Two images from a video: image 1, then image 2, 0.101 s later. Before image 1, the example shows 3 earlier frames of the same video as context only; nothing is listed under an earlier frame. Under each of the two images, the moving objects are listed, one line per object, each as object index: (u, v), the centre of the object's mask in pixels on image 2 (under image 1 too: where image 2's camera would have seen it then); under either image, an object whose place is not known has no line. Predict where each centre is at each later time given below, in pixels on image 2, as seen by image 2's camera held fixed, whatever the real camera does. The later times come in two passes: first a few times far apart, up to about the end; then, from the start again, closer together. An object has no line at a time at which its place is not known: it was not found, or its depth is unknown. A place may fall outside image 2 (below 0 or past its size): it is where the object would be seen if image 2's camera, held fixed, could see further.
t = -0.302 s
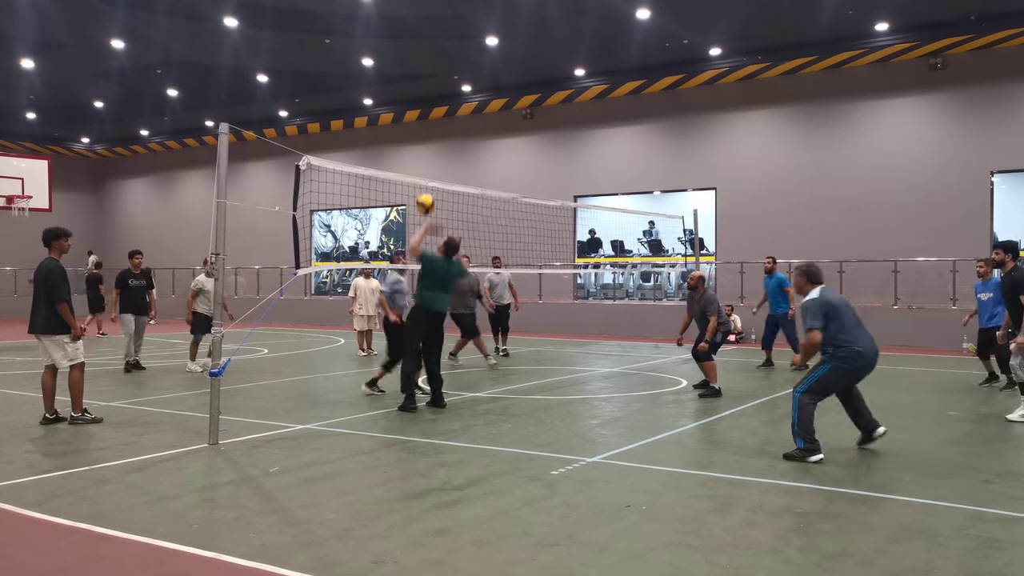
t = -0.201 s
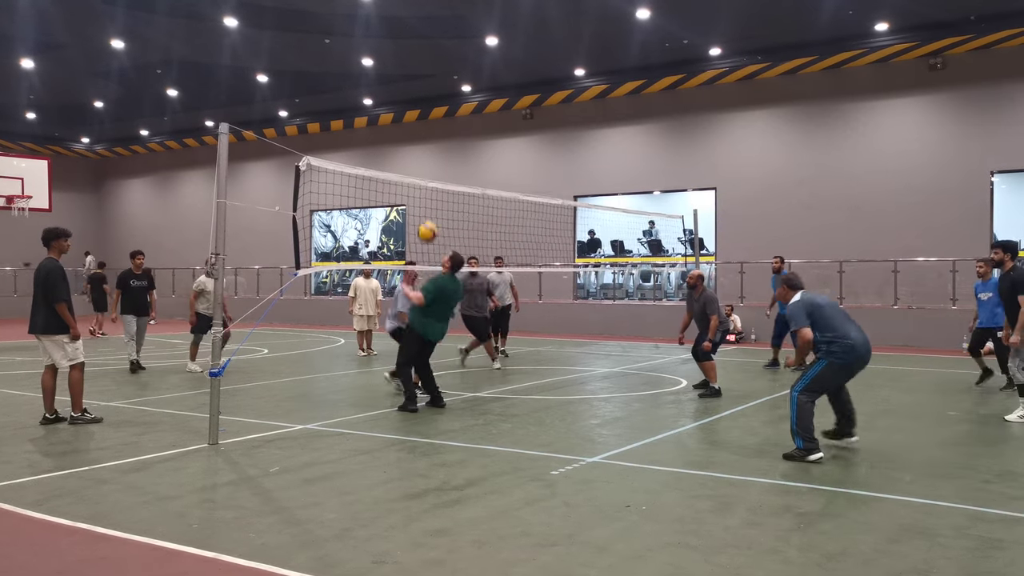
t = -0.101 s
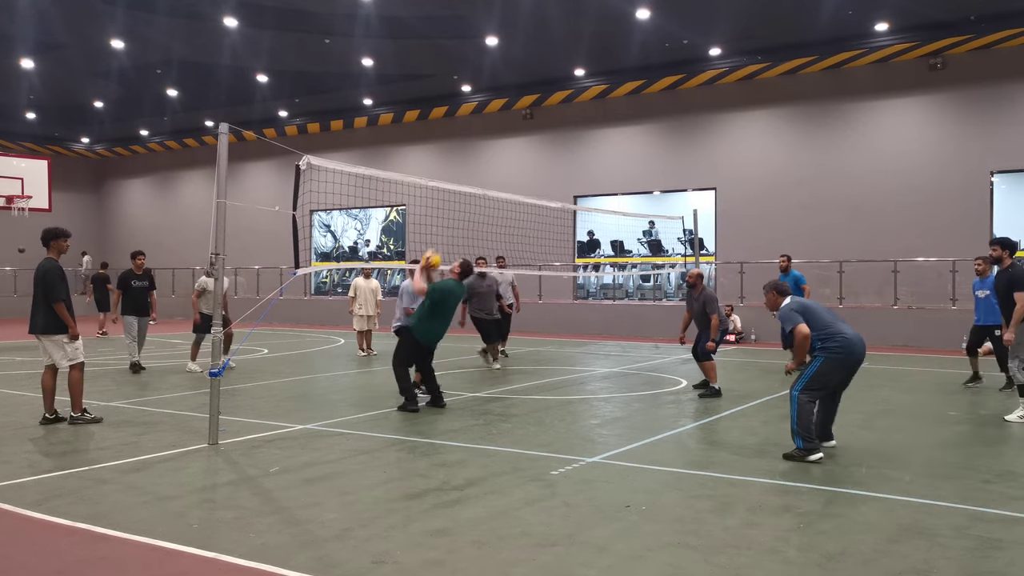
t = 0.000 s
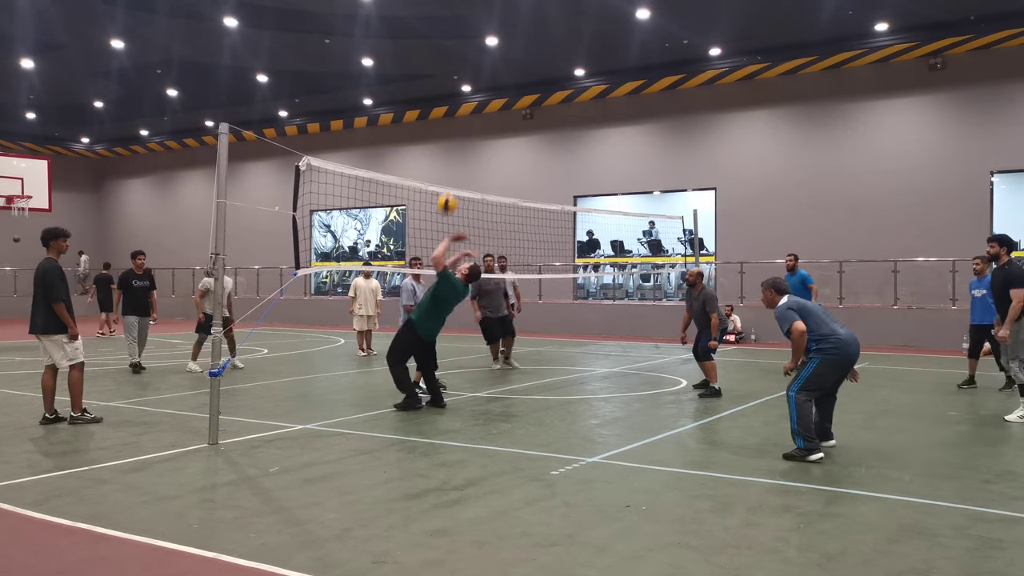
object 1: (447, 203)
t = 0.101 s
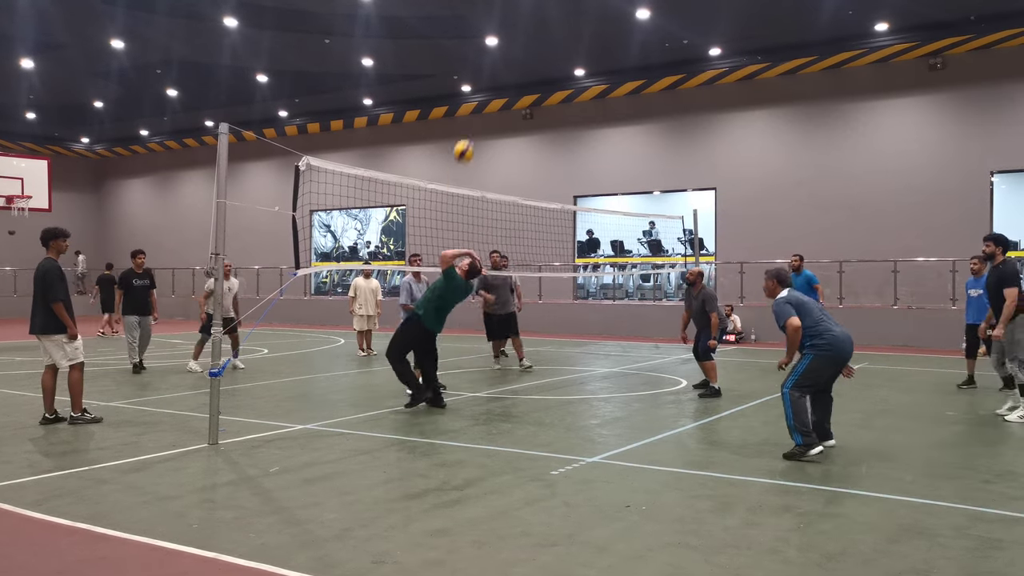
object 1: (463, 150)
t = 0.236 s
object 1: (486, 96)
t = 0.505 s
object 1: (531, 39)
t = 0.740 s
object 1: (570, 47)
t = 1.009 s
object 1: (615, 123)
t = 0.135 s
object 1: (469, 135)
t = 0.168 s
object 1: (475, 122)
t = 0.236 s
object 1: (486, 96)
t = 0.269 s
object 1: (491, 86)
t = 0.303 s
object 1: (497, 76)
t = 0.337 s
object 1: (503, 67)
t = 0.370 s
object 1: (508, 59)
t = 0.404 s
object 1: (514, 52)
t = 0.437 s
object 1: (519, 47)
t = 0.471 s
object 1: (525, 43)
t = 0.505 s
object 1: (531, 39)
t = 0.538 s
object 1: (537, 37)
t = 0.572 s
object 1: (542, 36)
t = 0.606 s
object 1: (548, 36)
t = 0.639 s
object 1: (554, 37)
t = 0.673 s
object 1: (559, 39)
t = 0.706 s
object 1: (564, 43)
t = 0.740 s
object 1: (570, 47)
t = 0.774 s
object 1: (576, 53)
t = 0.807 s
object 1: (582, 59)
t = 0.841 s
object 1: (588, 67)
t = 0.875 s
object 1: (593, 76)
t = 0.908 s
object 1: (600, 86)
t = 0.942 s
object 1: (605, 99)
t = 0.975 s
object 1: (610, 110)
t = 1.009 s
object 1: (615, 123)
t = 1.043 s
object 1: (621, 139)
